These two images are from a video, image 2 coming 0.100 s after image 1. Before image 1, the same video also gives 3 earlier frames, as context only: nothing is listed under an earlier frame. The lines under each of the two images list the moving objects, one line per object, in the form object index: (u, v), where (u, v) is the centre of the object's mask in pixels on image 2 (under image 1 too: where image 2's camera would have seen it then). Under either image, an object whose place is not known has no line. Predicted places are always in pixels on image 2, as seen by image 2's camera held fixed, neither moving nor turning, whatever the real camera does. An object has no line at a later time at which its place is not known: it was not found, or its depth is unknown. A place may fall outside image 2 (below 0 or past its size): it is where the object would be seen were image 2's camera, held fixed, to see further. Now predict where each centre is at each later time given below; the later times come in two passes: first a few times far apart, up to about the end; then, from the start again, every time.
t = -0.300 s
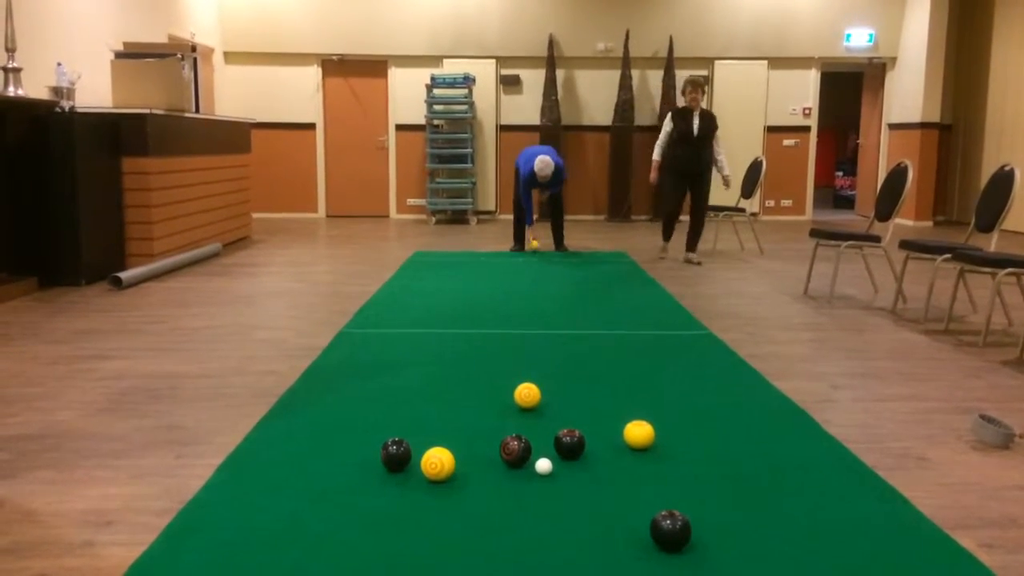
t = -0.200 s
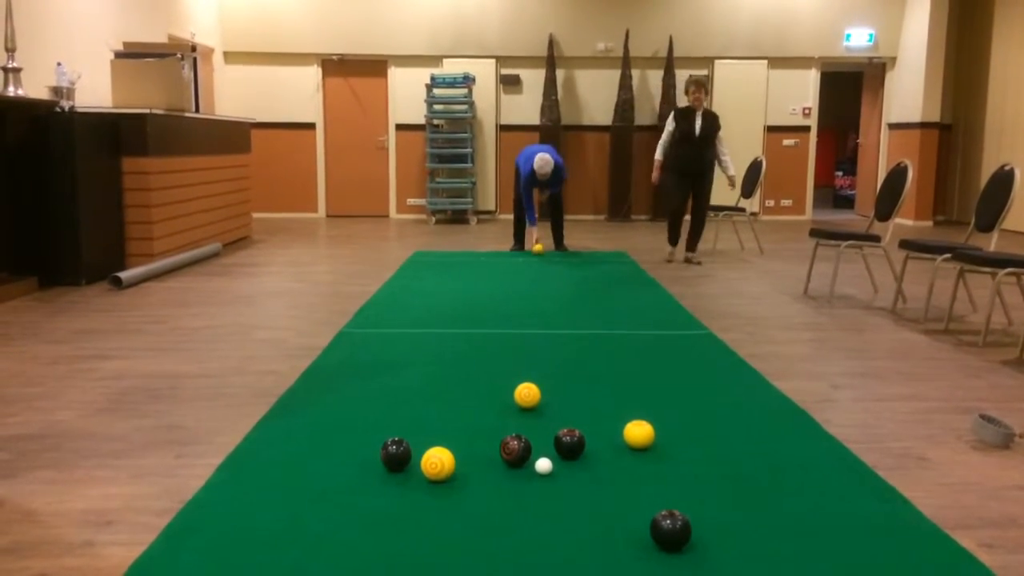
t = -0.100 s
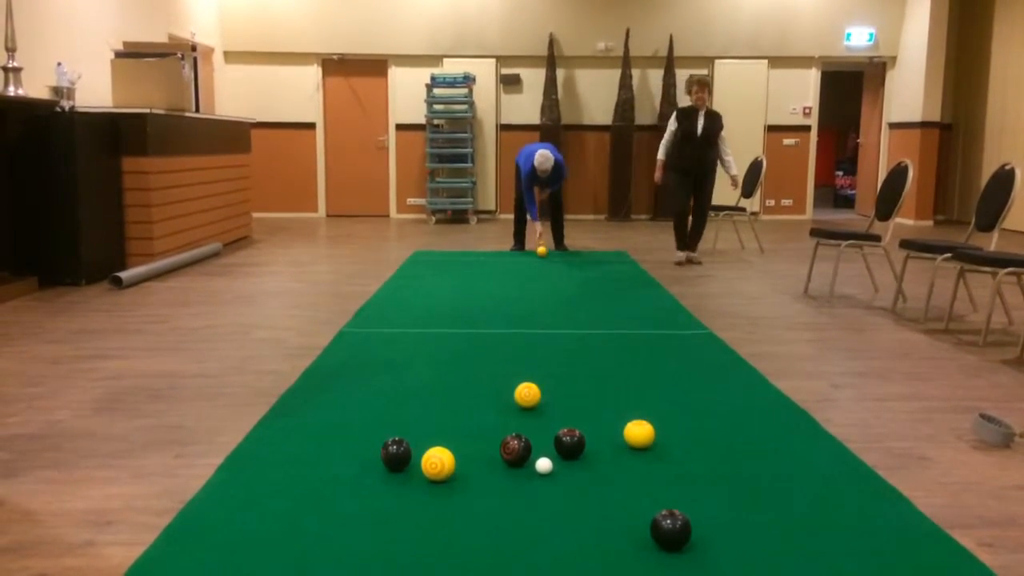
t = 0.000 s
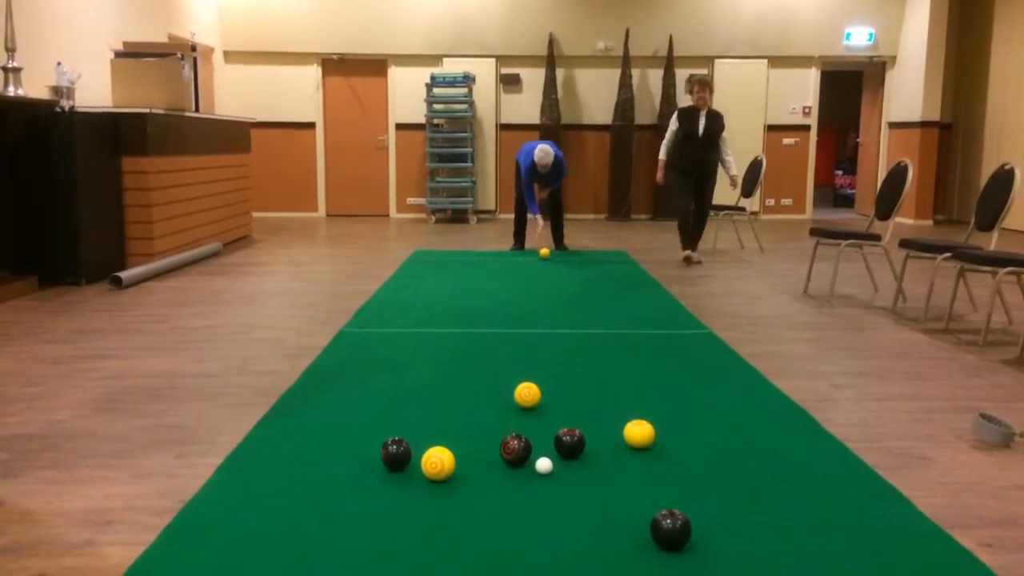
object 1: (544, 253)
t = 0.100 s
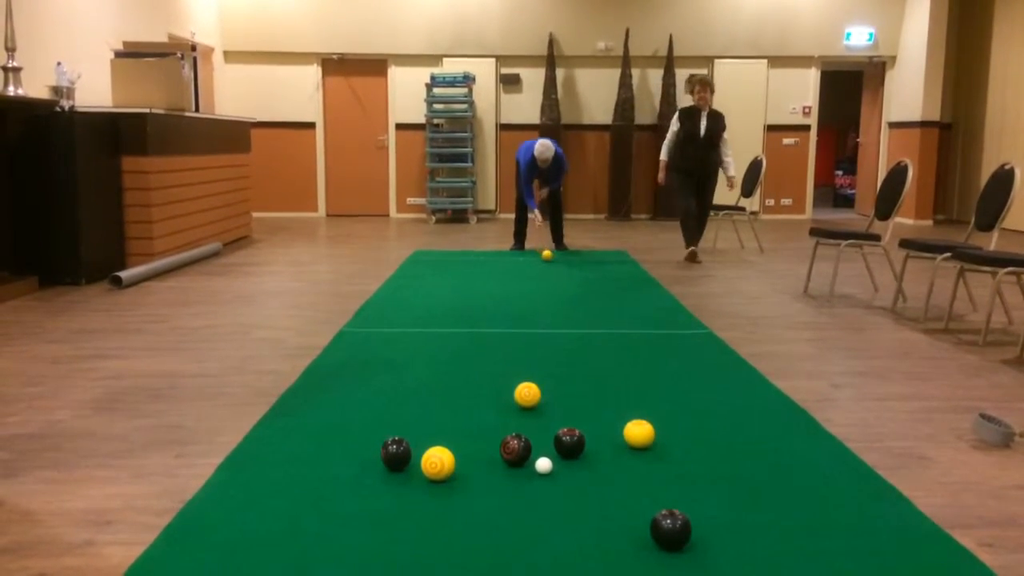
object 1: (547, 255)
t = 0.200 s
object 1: (549, 258)
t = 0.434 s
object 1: (554, 263)
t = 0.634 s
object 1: (558, 268)
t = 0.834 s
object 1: (561, 274)
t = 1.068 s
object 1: (565, 280)
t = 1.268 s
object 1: (567, 286)
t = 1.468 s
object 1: (569, 293)
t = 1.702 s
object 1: (570, 300)
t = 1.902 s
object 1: (571, 307)
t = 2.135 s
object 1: (570, 315)
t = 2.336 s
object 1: (568, 323)
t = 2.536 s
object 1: (564, 331)
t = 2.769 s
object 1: (558, 340)
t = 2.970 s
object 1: (552, 348)
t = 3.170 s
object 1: (544, 357)
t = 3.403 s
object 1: (533, 367)
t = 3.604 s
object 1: (522, 374)
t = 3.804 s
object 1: (508, 383)
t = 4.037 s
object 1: (494, 394)
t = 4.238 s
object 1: (479, 403)
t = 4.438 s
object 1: (463, 410)
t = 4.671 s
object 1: (444, 420)
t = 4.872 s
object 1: (427, 427)
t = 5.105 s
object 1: (407, 432)
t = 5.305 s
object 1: (386, 435)
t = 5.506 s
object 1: (370, 445)
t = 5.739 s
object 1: (352, 450)
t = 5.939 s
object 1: (337, 453)
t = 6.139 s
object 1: (323, 455)
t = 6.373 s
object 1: (310, 456)
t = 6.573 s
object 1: (301, 456)
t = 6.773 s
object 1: (295, 456)
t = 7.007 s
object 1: (292, 455)
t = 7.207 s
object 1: (291, 454)
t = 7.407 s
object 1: (291, 455)
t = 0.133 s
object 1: (548, 256)
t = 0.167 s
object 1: (549, 257)
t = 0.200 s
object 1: (549, 258)
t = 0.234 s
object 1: (550, 258)
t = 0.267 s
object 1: (551, 259)
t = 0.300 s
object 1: (552, 260)
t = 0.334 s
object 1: (552, 261)
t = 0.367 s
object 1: (553, 262)
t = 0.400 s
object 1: (554, 262)
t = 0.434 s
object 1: (554, 263)
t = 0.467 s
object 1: (555, 264)
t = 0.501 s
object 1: (556, 265)
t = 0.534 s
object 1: (556, 266)
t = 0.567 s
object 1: (557, 267)
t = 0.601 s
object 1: (558, 268)
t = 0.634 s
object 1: (558, 268)
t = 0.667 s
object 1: (559, 269)
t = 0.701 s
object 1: (560, 270)
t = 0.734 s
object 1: (560, 271)
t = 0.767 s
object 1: (560, 272)
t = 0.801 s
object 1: (561, 273)
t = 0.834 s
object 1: (561, 274)
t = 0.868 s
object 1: (562, 275)
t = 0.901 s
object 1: (563, 276)
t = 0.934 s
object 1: (563, 277)
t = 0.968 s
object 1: (564, 277)
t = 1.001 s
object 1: (564, 278)
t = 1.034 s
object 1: (565, 279)
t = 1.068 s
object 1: (565, 280)
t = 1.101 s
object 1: (566, 281)
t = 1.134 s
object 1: (566, 281)
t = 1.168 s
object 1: (566, 282)
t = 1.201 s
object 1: (567, 284)
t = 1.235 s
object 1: (567, 285)
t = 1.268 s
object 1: (567, 286)
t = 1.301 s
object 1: (568, 287)
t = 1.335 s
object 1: (568, 288)
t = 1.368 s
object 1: (569, 289)
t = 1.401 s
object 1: (569, 290)
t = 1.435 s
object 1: (569, 291)
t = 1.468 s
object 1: (569, 293)
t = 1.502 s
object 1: (569, 294)
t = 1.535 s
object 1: (569, 295)
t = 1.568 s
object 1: (570, 296)
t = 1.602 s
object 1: (570, 297)
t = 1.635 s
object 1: (570, 298)
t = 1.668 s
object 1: (570, 299)
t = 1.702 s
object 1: (570, 300)
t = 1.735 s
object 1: (571, 301)
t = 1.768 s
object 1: (571, 303)
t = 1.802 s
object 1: (571, 304)
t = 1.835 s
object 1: (571, 305)
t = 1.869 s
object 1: (571, 306)
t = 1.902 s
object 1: (571, 307)
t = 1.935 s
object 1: (571, 308)
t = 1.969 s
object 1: (571, 309)
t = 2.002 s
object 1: (571, 311)
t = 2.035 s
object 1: (571, 312)
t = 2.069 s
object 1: (570, 313)
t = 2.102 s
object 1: (570, 314)
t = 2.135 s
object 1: (570, 315)
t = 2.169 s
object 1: (569, 317)
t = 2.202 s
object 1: (569, 318)
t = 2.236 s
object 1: (569, 319)
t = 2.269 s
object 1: (568, 320)
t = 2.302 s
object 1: (568, 322)
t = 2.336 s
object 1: (568, 323)
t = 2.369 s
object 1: (567, 324)
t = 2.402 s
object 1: (566, 325)
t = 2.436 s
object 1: (566, 326)
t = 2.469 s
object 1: (565, 328)
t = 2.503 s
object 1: (565, 329)
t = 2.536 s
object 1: (564, 331)
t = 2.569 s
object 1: (563, 332)
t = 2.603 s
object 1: (562, 333)
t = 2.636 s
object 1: (562, 334)
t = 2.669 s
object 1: (561, 336)
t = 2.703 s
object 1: (560, 337)
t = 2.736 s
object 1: (559, 339)
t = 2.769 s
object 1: (558, 340)
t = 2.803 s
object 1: (557, 341)
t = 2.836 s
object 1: (556, 343)
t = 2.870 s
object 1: (555, 344)
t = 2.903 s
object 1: (554, 345)
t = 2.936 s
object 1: (553, 347)
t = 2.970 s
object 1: (552, 348)
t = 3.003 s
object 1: (551, 350)
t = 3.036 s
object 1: (549, 351)
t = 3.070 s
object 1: (548, 352)
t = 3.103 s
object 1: (547, 354)
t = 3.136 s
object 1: (545, 355)
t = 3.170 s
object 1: (544, 357)
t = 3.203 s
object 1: (543, 358)
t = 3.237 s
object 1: (541, 359)
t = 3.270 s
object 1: (540, 361)
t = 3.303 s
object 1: (538, 362)
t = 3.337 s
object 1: (537, 364)
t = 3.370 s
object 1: (535, 365)
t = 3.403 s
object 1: (533, 367)
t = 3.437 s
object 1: (531, 368)
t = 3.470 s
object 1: (530, 369)
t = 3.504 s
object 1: (528, 370)
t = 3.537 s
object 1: (526, 371)
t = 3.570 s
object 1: (524, 373)
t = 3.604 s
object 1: (522, 374)
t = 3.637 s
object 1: (519, 375)
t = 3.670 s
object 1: (517, 376)
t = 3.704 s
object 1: (515, 378)
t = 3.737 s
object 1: (513, 380)
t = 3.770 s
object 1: (510, 381)
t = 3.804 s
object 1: (508, 383)
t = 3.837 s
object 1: (507, 385)
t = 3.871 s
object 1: (504, 387)
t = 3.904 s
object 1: (503, 388)
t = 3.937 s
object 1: (501, 390)
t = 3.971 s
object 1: (498, 391)
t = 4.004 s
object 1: (496, 393)
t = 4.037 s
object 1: (494, 394)
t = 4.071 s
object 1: (491, 395)
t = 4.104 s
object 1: (489, 397)
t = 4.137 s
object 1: (486, 398)
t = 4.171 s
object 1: (484, 400)
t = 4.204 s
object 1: (481, 401)
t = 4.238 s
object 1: (479, 403)
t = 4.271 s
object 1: (476, 404)
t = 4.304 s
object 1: (473, 405)
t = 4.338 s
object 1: (471, 407)
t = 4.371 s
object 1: (468, 408)
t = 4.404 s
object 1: (466, 409)
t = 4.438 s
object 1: (463, 410)
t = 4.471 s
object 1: (460, 412)
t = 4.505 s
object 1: (458, 413)
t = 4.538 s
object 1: (455, 414)
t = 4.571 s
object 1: (452, 416)
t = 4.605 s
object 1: (450, 417)
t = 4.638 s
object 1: (447, 419)
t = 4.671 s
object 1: (444, 420)
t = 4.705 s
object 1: (441, 421)
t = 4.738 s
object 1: (438, 422)
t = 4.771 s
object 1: (435, 424)
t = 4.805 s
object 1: (432, 425)
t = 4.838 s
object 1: (430, 426)
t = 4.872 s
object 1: (427, 427)
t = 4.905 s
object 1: (423, 427)
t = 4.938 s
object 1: (421, 429)
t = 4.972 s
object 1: (418, 430)
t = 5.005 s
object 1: (415, 431)
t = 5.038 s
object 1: (413, 432)
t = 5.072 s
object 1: (410, 431)
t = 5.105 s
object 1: (407, 432)
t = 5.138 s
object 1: (405, 432)
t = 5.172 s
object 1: (402, 432)
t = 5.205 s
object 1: (398, 432)
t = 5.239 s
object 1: (394, 432)
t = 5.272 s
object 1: (390, 434)
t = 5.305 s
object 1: (386, 435)
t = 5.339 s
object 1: (382, 437)
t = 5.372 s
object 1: (379, 439)
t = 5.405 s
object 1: (377, 440)
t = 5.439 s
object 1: (374, 442)
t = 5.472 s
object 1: (372, 444)
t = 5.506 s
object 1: (370, 445)
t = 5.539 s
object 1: (368, 446)
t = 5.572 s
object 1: (366, 447)
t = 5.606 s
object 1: (363, 447)
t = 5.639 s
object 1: (360, 448)
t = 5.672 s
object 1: (358, 449)
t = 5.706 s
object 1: (355, 450)
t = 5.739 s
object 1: (352, 450)
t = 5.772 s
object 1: (350, 451)
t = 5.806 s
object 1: (347, 451)
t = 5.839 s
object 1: (344, 451)
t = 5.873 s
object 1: (342, 452)
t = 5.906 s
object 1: (339, 453)
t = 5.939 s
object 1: (337, 453)
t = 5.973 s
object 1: (334, 453)
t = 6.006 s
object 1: (332, 453)
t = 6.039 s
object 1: (330, 453)
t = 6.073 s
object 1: (327, 454)
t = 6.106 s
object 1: (325, 454)
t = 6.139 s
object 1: (323, 455)
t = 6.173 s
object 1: (321, 455)
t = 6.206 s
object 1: (319, 455)
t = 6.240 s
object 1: (317, 455)
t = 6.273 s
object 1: (315, 455)
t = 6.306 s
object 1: (313, 455)
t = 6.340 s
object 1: (311, 456)
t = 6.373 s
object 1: (310, 456)
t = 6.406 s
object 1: (308, 456)
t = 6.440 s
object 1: (307, 456)
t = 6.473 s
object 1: (305, 456)
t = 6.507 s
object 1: (304, 456)
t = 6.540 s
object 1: (302, 456)
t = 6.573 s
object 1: (301, 456)
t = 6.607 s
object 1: (300, 456)
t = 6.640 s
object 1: (299, 456)
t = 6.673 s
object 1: (298, 456)
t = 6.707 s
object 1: (297, 456)
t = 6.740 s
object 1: (296, 456)
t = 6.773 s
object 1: (295, 456)
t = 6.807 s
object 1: (295, 456)
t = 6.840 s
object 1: (294, 456)
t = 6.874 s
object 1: (294, 456)
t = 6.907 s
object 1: (293, 455)
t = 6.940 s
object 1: (292, 455)
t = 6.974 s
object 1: (292, 455)
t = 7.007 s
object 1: (292, 455)
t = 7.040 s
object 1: (292, 455)
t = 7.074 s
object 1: (291, 455)
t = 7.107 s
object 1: (291, 455)
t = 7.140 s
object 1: (291, 455)
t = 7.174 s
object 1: (291, 455)
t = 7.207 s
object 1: (291, 454)
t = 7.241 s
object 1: (291, 454)
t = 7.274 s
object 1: (291, 453)
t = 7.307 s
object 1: (291, 454)
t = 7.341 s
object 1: (291, 455)
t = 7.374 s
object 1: (291, 455)
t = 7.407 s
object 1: (291, 455)
